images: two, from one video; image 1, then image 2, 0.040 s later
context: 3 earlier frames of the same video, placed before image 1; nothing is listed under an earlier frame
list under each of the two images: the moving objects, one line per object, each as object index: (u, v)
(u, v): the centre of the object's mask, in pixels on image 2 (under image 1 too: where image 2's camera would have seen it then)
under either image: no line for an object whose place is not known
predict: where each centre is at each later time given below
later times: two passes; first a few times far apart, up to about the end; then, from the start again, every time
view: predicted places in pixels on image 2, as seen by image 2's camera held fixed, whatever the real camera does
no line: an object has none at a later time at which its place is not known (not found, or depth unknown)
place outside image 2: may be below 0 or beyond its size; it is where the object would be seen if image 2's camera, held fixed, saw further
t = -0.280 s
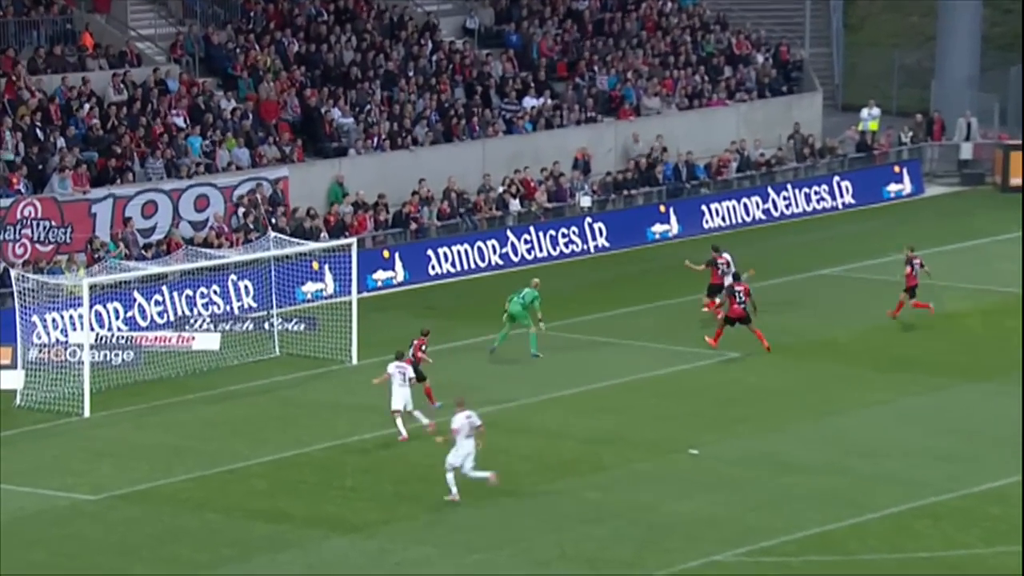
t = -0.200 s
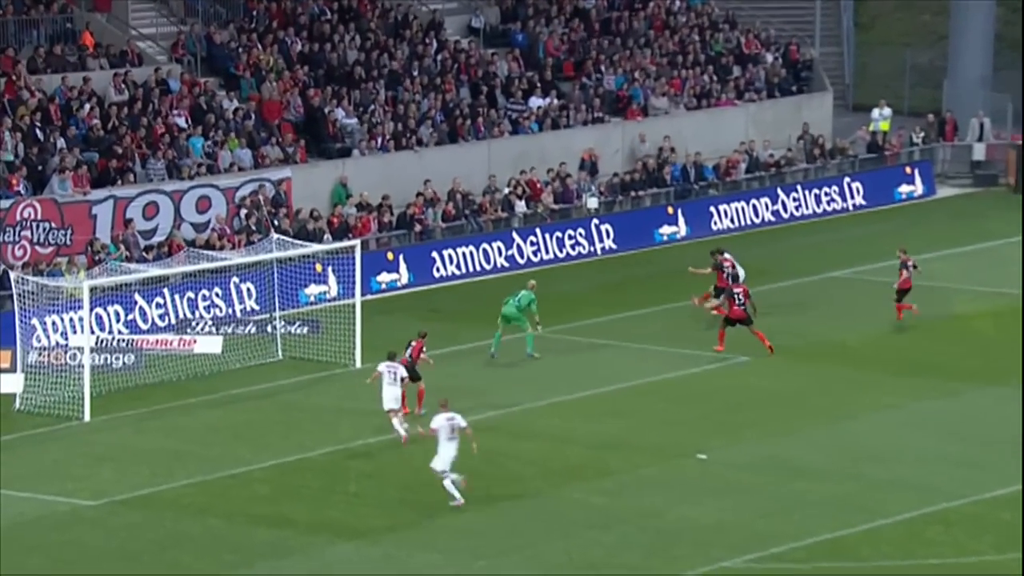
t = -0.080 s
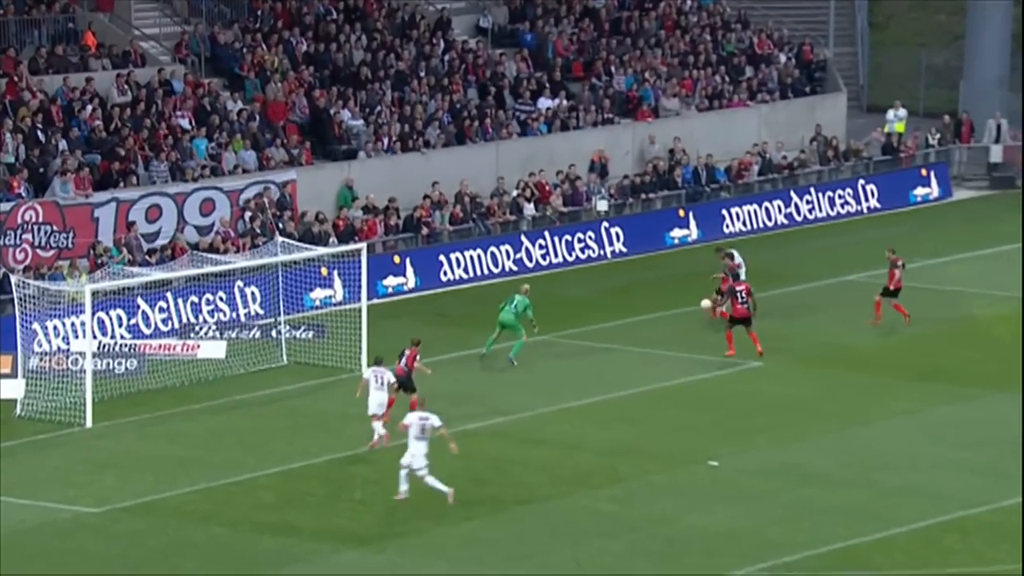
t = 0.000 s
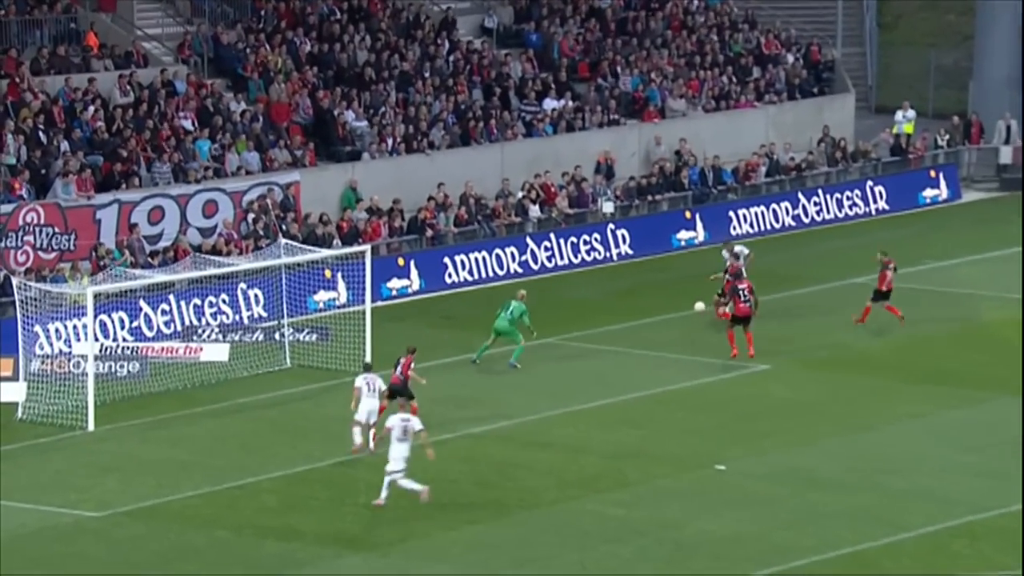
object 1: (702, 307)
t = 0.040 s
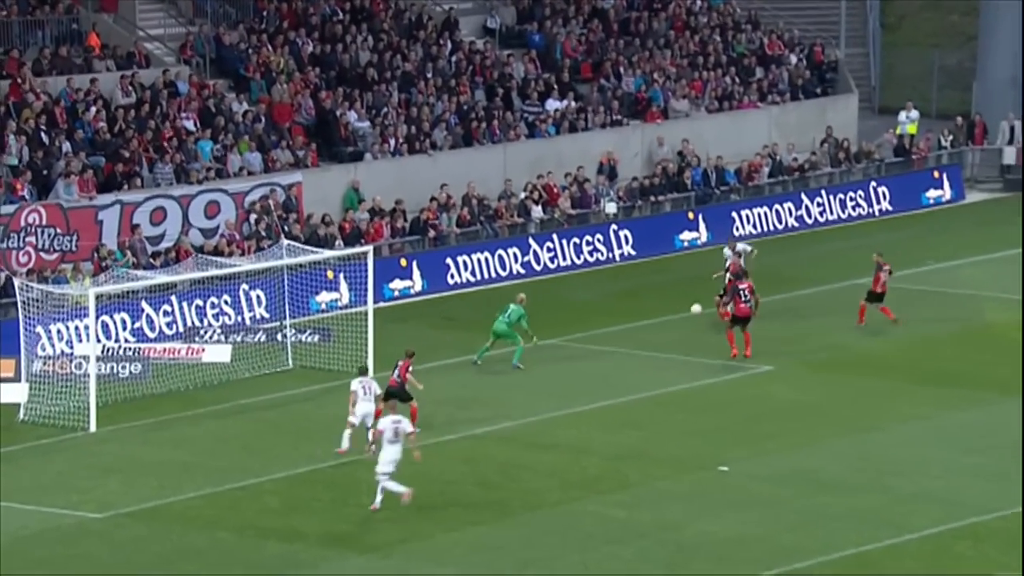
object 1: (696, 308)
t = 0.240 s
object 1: (668, 331)
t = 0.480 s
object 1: (642, 384)
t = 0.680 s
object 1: (623, 389)
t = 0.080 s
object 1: (690, 311)
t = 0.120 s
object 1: (684, 314)
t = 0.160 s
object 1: (678, 319)
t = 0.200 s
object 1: (672, 324)
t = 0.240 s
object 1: (668, 331)
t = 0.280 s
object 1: (663, 338)
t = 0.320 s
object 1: (658, 346)
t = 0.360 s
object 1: (654, 355)
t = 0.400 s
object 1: (649, 366)
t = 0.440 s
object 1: (646, 377)
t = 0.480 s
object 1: (642, 384)
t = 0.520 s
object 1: (638, 384)
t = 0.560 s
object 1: (633, 383)
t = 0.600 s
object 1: (630, 384)
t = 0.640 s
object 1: (627, 386)
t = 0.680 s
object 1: (623, 389)
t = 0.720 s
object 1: (620, 393)
